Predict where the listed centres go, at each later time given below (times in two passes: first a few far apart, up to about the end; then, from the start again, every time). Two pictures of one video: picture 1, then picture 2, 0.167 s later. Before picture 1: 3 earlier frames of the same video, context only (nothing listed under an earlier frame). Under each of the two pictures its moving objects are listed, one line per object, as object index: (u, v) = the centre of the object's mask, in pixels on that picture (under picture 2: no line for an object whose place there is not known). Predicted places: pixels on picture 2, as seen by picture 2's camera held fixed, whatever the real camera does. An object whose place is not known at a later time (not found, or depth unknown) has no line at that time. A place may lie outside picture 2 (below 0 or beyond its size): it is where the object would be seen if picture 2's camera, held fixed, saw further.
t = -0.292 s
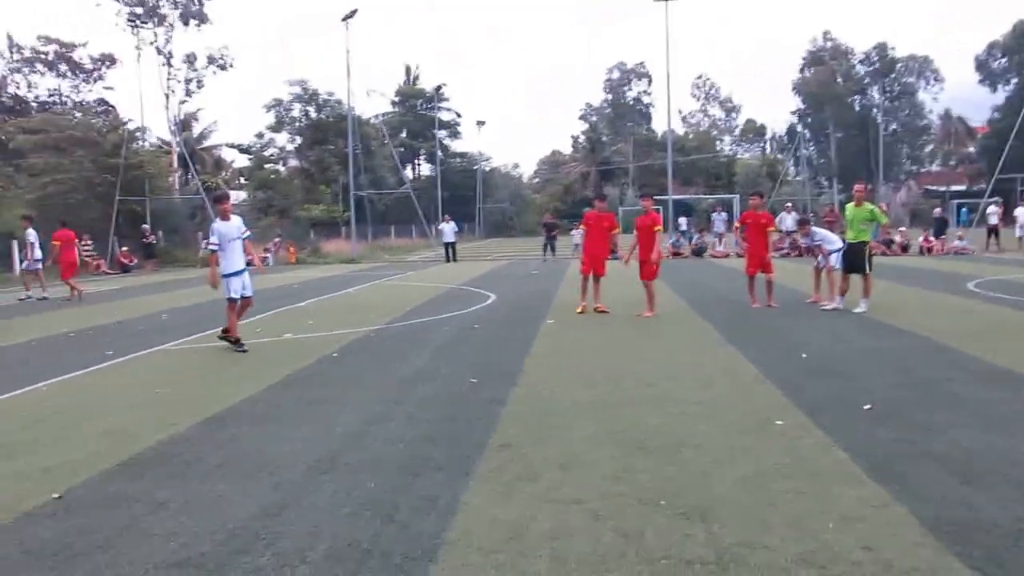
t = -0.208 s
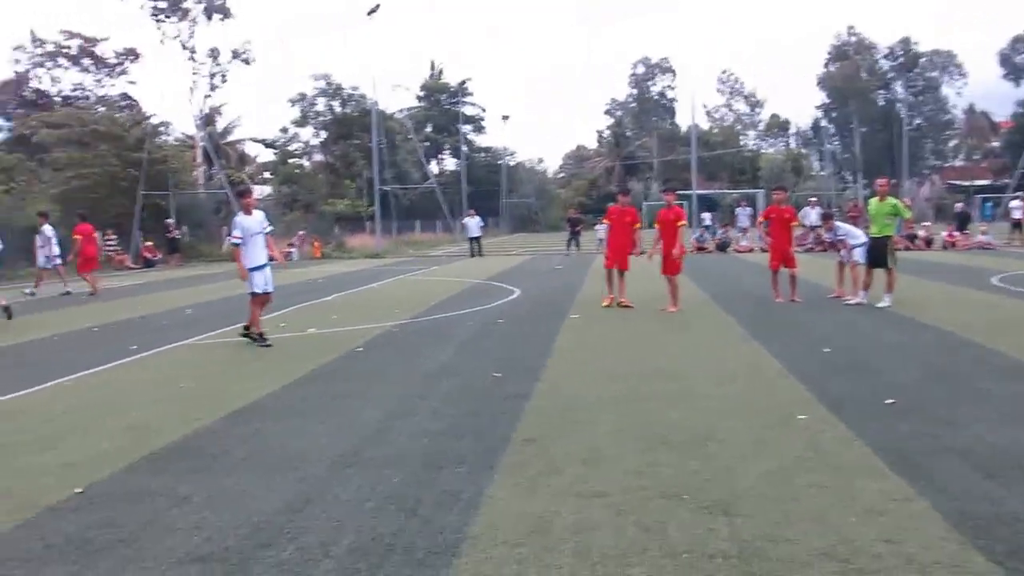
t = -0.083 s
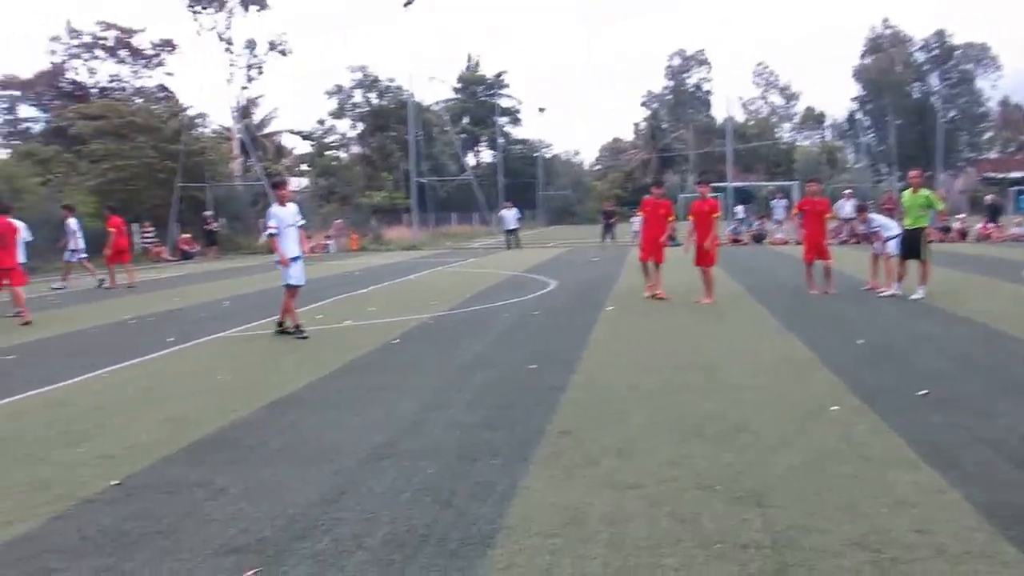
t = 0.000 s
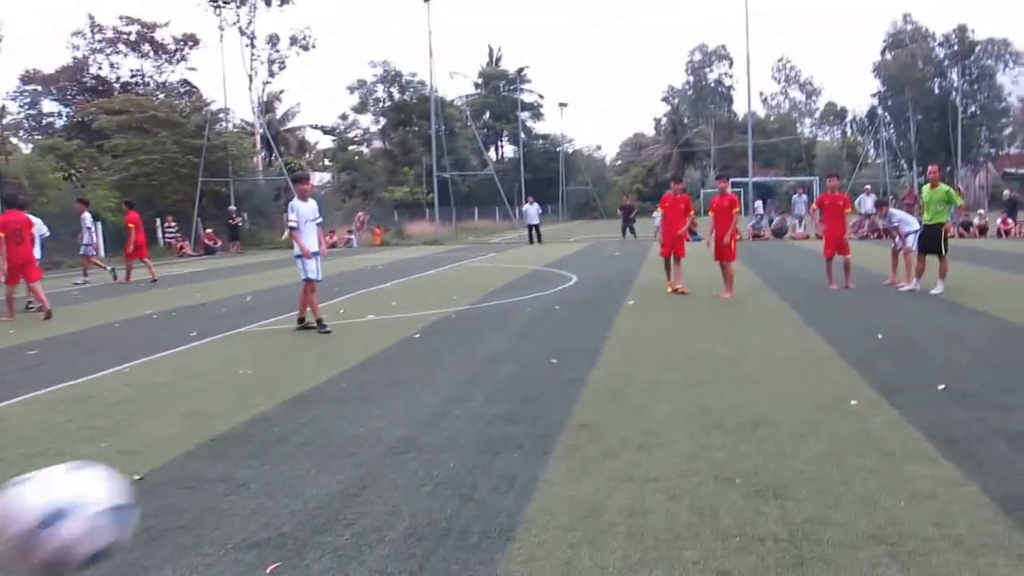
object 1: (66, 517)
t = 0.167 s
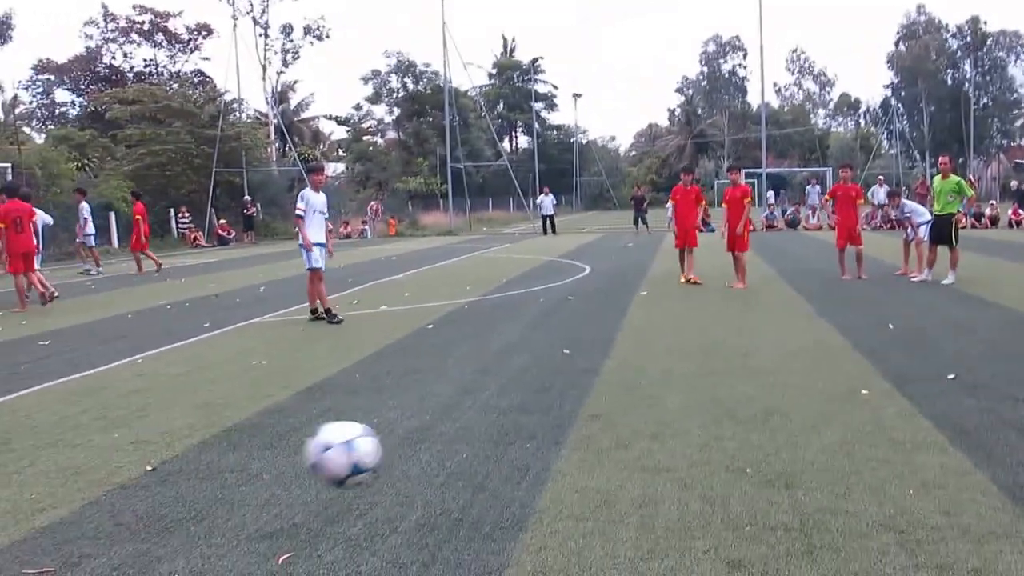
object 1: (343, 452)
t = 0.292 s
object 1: (443, 473)
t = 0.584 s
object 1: (539, 332)
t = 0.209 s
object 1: (380, 457)
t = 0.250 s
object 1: (415, 465)
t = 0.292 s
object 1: (443, 473)
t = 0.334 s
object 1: (462, 437)
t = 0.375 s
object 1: (476, 408)
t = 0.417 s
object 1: (490, 383)
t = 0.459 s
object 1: (504, 364)
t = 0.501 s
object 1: (516, 351)
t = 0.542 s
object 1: (527, 340)
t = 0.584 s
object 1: (539, 332)
